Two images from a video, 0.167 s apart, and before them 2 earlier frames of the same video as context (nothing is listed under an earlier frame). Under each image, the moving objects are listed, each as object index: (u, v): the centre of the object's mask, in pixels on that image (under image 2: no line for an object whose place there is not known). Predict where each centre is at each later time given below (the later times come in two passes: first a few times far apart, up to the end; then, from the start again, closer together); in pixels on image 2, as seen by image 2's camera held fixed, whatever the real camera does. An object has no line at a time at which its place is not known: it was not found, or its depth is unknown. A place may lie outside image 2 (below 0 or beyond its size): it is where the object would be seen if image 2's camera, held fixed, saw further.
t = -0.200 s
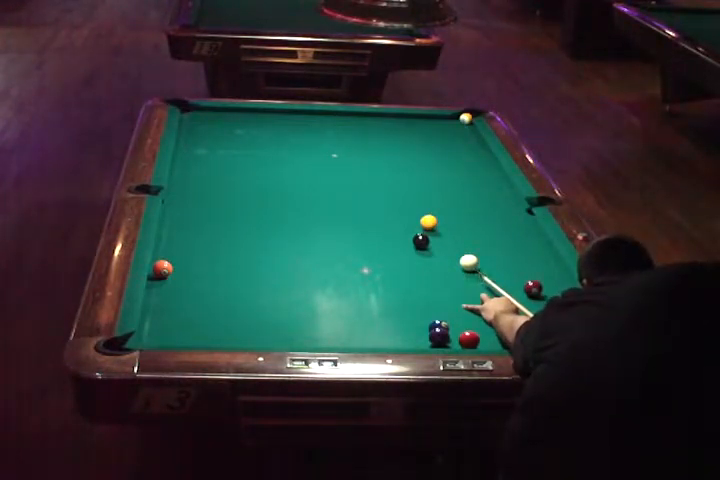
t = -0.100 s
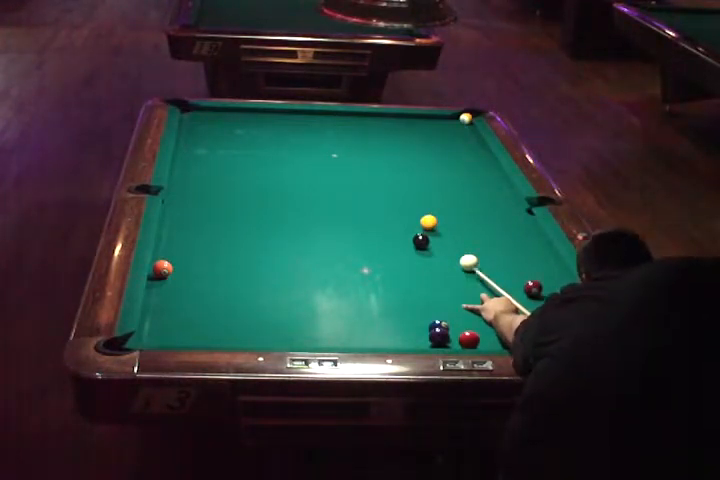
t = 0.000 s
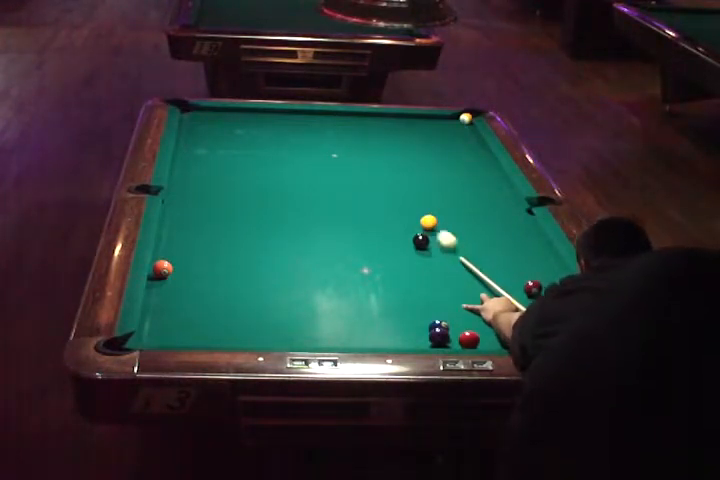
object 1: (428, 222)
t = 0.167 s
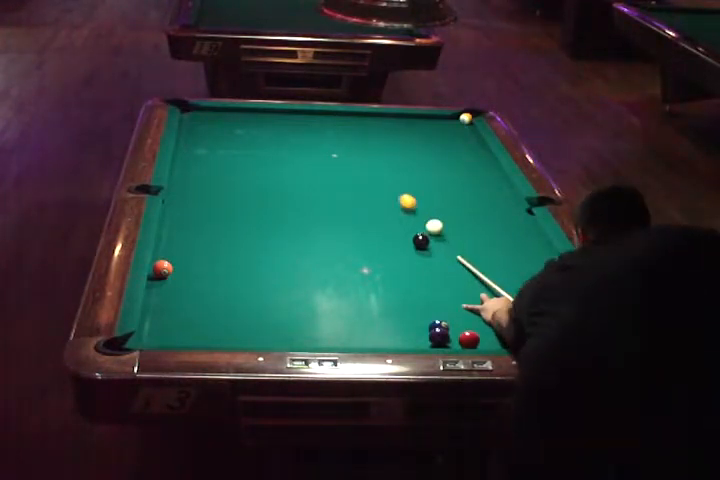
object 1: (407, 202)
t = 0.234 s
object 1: (398, 192)
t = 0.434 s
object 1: (373, 169)
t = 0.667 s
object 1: (348, 146)
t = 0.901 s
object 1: (326, 125)
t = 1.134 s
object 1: (310, 114)
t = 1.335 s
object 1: (305, 123)
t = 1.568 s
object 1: (298, 136)
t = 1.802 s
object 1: (292, 148)
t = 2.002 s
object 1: (286, 158)
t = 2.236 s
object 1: (279, 171)
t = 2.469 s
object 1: (271, 184)
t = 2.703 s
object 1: (263, 198)
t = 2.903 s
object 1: (256, 210)
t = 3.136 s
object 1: (248, 224)
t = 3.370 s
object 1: (240, 239)
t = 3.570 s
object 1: (232, 253)
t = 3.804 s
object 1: (222, 269)
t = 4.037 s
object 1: (213, 286)
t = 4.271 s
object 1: (203, 303)
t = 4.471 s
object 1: (195, 318)
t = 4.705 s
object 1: (186, 334)
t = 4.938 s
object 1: (180, 334)
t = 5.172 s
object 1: (177, 323)
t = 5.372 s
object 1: (175, 313)
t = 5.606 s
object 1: (174, 303)
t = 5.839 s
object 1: (173, 295)
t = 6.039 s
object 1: (173, 287)
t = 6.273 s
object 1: (172, 281)
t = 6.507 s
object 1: (173, 275)
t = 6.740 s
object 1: (178, 273)
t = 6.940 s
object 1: (182, 271)
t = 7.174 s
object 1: (185, 270)
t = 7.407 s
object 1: (188, 269)
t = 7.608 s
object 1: (190, 268)
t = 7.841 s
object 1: (191, 268)
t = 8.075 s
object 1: (191, 268)
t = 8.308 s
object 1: (191, 268)
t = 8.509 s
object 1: (191, 268)
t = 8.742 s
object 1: (191, 268)
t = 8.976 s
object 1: (191, 269)
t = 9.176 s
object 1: (191, 269)
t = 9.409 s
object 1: (191, 269)
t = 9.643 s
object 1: (191, 269)
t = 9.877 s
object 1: (191, 269)
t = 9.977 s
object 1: (191, 269)
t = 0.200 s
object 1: (402, 197)
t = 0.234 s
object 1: (398, 192)
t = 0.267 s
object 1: (393, 188)
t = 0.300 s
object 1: (389, 184)
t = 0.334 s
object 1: (385, 180)
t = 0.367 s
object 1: (381, 177)
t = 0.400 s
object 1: (377, 173)
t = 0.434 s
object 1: (373, 169)
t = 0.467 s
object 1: (369, 166)
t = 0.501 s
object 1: (365, 162)
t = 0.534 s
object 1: (362, 159)
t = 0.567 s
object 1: (358, 155)
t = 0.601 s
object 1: (355, 152)
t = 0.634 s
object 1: (352, 149)
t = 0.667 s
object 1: (348, 146)
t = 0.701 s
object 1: (344, 143)
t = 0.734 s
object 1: (341, 139)
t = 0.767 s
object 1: (338, 136)
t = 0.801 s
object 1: (335, 134)
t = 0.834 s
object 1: (332, 131)
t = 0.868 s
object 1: (329, 128)
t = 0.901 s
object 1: (326, 125)
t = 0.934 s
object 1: (323, 122)
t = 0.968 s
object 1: (320, 119)
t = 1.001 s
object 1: (318, 116)
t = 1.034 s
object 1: (314, 114)
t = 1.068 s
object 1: (311, 112)
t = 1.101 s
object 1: (311, 113)
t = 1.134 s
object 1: (310, 114)
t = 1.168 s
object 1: (309, 116)
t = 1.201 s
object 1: (308, 118)
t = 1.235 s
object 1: (307, 119)
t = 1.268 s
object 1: (306, 121)
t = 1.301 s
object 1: (305, 122)
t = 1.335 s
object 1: (305, 123)
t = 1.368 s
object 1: (304, 126)
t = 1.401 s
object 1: (303, 127)
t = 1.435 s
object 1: (302, 129)
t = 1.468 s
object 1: (301, 131)
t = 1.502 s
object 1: (300, 132)
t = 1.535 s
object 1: (299, 134)
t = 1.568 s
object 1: (298, 136)
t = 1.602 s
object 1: (297, 137)
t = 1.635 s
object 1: (296, 139)
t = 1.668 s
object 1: (295, 141)
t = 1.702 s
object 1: (294, 142)
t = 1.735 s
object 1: (293, 144)
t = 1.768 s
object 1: (293, 146)
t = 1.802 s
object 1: (292, 148)
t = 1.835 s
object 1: (291, 149)
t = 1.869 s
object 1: (290, 151)
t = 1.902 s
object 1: (289, 153)
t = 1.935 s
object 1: (288, 155)
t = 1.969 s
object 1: (287, 156)
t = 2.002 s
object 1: (286, 158)
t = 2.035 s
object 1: (285, 160)
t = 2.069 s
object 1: (284, 162)
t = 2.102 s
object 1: (283, 164)
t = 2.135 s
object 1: (281, 165)
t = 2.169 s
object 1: (280, 167)
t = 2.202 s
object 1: (280, 169)
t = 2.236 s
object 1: (279, 171)
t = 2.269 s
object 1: (278, 173)
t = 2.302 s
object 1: (277, 175)
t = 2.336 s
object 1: (275, 176)
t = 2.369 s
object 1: (274, 178)
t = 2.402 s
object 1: (273, 180)
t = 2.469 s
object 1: (271, 184)
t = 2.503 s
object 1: (270, 186)
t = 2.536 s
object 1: (269, 188)
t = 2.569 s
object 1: (268, 190)
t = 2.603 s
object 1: (267, 191)
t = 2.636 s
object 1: (266, 194)
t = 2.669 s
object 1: (264, 196)
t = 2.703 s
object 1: (263, 198)
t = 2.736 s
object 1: (262, 200)
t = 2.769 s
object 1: (261, 202)
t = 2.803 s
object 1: (260, 204)
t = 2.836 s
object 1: (259, 205)
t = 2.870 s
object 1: (257, 208)
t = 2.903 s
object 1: (256, 210)
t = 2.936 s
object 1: (255, 212)
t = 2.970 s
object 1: (254, 214)
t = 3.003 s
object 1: (253, 216)
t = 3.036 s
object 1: (252, 218)
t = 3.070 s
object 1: (251, 220)
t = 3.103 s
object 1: (249, 222)
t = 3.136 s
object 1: (248, 224)
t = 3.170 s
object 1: (247, 227)
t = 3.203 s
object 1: (246, 228)
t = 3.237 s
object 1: (244, 231)
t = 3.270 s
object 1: (243, 233)
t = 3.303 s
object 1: (242, 235)
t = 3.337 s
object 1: (241, 237)
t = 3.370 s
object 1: (240, 239)
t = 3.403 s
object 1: (238, 242)
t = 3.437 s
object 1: (237, 244)
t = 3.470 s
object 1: (236, 246)
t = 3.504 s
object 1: (234, 248)
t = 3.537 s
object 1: (233, 251)
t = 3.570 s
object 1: (232, 253)
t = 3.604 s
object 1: (231, 255)
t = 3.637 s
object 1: (229, 257)
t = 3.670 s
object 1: (227, 260)
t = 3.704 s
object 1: (226, 263)
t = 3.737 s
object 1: (224, 265)
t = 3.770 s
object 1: (223, 267)
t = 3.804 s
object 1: (222, 269)
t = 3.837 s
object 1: (221, 272)
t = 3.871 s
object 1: (220, 274)
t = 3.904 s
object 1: (218, 277)
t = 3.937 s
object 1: (217, 279)
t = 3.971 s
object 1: (216, 281)
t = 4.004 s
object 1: (214, 284)
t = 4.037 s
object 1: (213, 286)
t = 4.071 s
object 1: (211, 288)
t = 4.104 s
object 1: (210, 291)
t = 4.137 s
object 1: (209, 293)
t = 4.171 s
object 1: (207, 296)
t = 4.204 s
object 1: (206, 298)
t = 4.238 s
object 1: (205, 301)
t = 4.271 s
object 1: (203, 303)
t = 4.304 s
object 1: (202, 306)
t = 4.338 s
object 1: (201, 308)
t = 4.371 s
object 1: (200, 311)
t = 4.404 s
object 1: (198, 313)
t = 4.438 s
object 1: (196, 316)
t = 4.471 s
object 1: (195, 318)
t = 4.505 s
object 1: (194, 321)
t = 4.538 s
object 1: (192, 323)
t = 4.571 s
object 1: (191, 325)
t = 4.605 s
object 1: (190, 328)
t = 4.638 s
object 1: (188, 331)
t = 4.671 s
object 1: (187, 332)
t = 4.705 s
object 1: (186, 334)
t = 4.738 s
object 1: (184, 336)
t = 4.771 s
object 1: (183, 337)
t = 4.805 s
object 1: (182, 338)
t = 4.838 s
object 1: (182, 337)
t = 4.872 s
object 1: (181, 336)
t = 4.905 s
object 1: (181, 335)
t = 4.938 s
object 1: (180, 334)
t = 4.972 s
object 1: (180, 332)
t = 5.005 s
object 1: (179, 330)
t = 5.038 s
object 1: (179, 329)
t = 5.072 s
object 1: (178, 327)
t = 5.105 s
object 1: (178, 325)
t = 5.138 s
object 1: (178, 324)
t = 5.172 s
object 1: (177, 323)
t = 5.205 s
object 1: (177, 321)
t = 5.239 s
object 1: (176, 319)
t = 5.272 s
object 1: (176, 318)
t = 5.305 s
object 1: (175, 316)
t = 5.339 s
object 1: (175, 314)
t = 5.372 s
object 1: (175, 313)
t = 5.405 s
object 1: (175, 311)
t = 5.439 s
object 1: (175, 310)
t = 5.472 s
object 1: (175, 309)
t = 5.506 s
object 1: (174, 308)
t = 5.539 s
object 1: (174, 306)
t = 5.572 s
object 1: (174, 304)
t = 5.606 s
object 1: (174, 303)
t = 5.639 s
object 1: (174, 302)
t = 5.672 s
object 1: (173, 301)
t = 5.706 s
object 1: (173, 299)
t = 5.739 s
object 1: (173, 298)
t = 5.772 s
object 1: (173, 297)
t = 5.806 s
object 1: (173, 296)
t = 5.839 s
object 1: (173, 295)
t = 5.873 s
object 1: (173, 293)
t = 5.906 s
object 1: (172, 292)
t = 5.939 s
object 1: (172, 291)
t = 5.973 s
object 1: (173, 290)
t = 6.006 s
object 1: (173, 289)
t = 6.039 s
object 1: (173, 287)
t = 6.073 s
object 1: (173, 287)
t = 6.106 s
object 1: (173, 285)
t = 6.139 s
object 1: (173, 285)
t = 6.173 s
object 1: (173, 284)
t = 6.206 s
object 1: (173, 283)
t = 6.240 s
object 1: (173, 281)
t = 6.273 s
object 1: (172, 281)
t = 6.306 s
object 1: (172, 280)
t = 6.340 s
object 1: (172, 279)
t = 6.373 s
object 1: (172, 278)
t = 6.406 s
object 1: (173, 277)
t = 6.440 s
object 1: (172, 276)
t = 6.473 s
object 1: (173, 276)
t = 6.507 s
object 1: (173, 275)
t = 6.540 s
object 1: (174, 275)
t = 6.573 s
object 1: (174, 275)
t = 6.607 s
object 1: (175, 274)
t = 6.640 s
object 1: (176, 274)
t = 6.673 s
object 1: (177, 273)
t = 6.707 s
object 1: (177, 273)
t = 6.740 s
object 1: (178, 273)
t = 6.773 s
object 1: (179, 272)
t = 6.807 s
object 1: (179, 272)
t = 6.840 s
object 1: (181, 272)
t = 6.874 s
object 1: (181, 272)
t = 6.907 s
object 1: (181, 271)
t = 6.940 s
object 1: (182, 271)
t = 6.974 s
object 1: (182, 271)
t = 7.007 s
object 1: (183, 271)
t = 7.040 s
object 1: (184, 270)
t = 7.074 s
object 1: (184, 270)
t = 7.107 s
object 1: (185, 270)
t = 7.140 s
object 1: (185, 270)
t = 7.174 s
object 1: (185, 270)
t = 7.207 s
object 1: (186, 270)
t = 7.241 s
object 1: (186, 269)
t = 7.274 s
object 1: (187, 269)
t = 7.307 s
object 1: (187, 269)
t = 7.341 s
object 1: (187, 269)
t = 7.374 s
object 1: (188, 269)
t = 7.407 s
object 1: (188, 269)
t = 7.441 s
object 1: (189, 269)
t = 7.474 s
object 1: (189, 269)
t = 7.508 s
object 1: (189, 268)
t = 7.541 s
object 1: (189, 268)
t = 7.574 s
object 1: (189, 268)
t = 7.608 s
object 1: (190, 268)
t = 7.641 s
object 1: (190, 268)
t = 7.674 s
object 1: (190, 268)
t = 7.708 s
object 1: (190, 268)
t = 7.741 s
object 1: (190, 268)
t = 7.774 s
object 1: (190, 268)
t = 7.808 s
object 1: (190, 268)
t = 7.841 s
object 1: (191, 268)
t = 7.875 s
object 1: (190, 268)
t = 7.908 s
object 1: (191, 268)
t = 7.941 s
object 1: (191, 268)
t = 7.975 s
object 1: (191, 269)
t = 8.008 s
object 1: (191, 268)
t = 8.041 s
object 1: (191, 268)
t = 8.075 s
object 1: (191, 268)
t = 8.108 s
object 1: (191, 268)
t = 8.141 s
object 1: (191, 268)
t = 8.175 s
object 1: (191, 268)
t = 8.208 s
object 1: (191, 268)
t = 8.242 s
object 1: (191, 268)
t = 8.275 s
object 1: (191, 268)
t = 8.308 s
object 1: (191, 268)
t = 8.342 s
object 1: (191, 268)
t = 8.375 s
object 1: (191, 268)
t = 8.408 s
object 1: (191, 268)
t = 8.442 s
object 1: (191, 268)
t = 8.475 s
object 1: (191, 268)
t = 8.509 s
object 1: (191, 268)
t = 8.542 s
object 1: (191, 268)
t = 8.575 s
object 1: (191, 268)
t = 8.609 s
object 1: (191, 268)
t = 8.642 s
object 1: (191, 268)
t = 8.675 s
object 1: (191, 268)
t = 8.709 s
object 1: (191, 268)
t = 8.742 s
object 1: (191, 268)
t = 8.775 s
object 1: (191, 268)
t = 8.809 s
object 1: (191, 268)
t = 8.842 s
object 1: (191, 269)
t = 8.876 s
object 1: (191, 269)
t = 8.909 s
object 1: (191, 269)
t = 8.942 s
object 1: (191, 269)
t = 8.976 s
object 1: (191, 269)
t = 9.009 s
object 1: (191, 269)
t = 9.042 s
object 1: (191, 269)
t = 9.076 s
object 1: (191, 269)
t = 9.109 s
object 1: (191, 269)
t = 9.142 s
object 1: (191, 269)
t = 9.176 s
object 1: (191, 269)
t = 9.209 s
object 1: (191, 269)
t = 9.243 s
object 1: (191, 269)
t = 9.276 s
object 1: (191, 269)
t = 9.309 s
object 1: (191, 269)
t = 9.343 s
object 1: (191, 269)
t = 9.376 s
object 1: (191, 269)
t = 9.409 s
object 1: (191, 269)
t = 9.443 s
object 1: (191, 269)
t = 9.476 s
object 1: (191, 269)
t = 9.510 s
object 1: (191, 269)
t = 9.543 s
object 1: (191, 269)
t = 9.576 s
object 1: (191, 269)
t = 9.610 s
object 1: (191, 269)
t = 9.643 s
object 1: (191, 269)
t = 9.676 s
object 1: (191, 269)
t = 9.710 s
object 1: (191, 269)
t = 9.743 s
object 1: (191, 269)
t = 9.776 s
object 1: (191, 269)
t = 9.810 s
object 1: (191, 269)
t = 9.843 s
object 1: (191, 269)
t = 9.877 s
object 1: (191, 269)
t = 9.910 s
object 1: (191, 269)
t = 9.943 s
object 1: (191, 269)
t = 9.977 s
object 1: (191, 269)
